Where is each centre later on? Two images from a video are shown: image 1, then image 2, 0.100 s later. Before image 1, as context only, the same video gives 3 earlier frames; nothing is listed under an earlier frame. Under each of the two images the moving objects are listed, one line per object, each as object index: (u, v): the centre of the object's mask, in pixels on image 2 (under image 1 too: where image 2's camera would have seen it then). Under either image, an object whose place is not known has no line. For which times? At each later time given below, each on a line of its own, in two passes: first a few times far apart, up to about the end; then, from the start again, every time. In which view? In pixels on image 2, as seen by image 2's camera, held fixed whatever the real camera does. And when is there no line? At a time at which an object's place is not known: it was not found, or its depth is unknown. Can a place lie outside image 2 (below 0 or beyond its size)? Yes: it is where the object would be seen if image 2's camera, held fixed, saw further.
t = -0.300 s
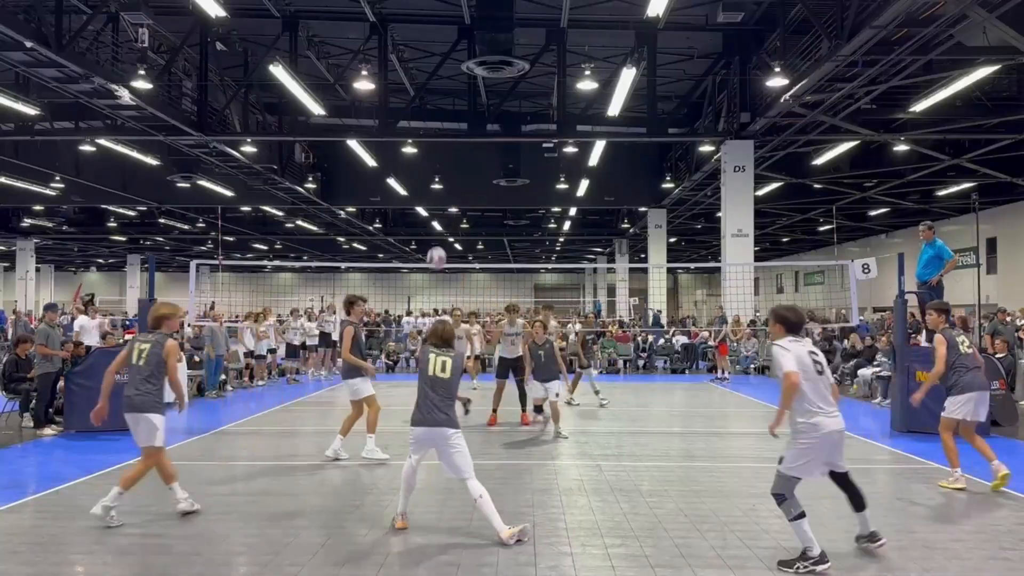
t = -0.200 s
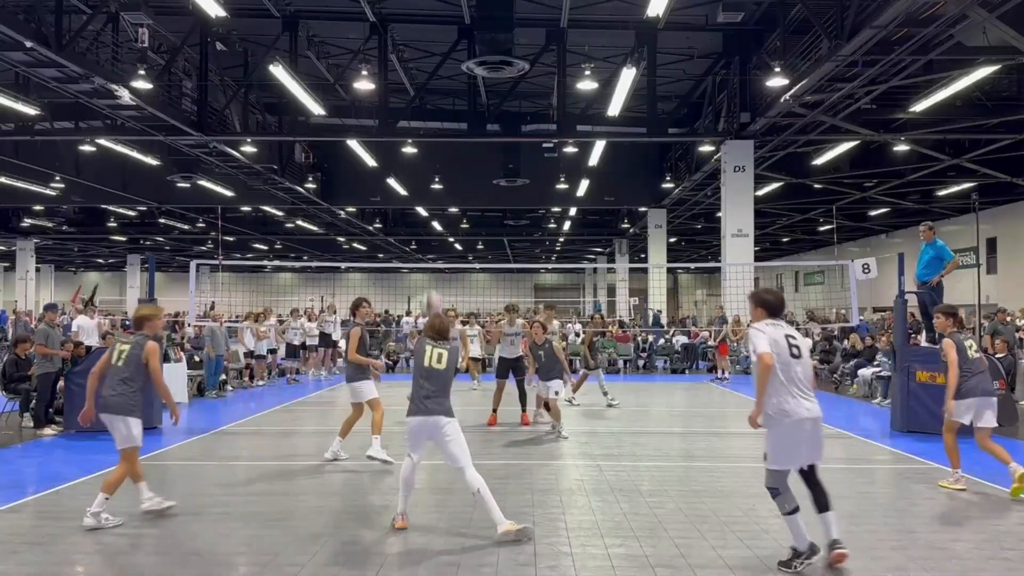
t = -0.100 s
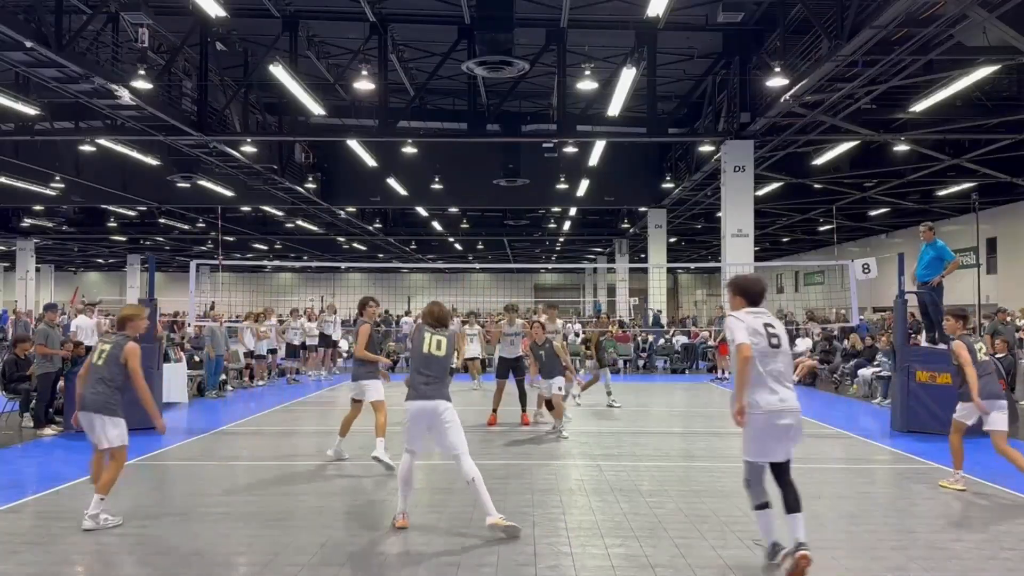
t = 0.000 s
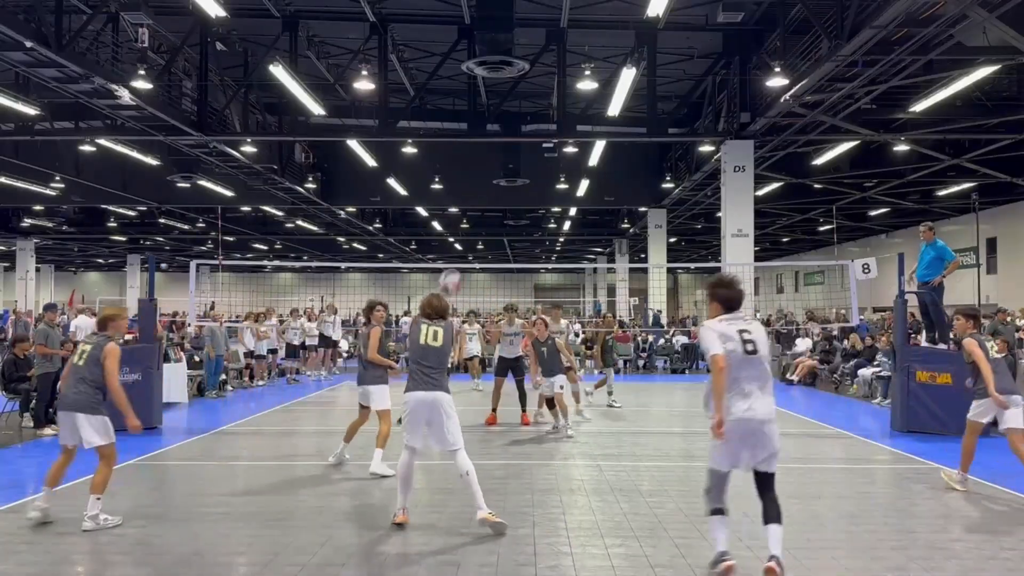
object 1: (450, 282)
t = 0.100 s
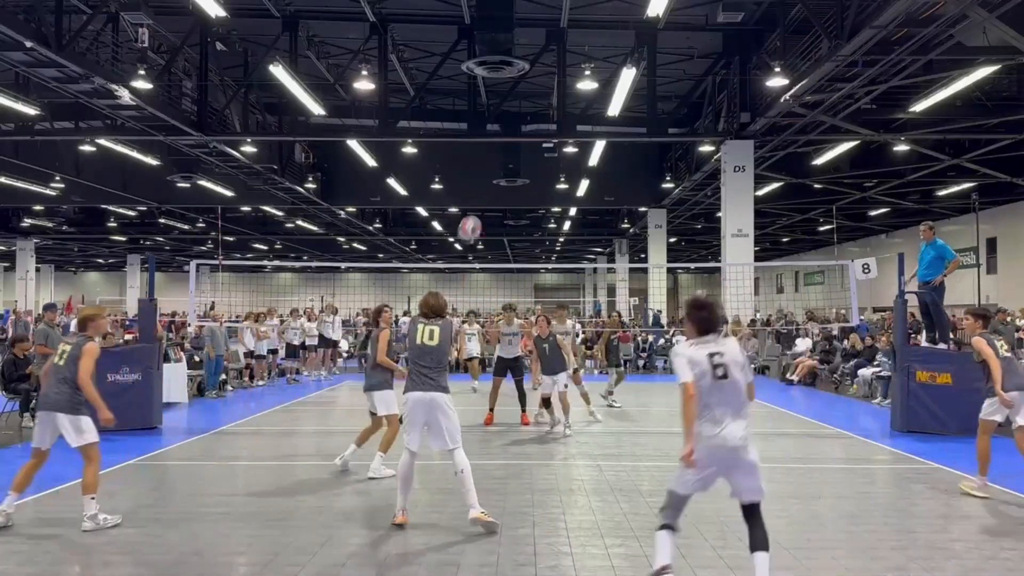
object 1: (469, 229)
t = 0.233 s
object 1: (493, 179)
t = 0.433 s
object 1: (524, 143)
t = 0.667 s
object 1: (553, 149)
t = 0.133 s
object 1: (476, 215)
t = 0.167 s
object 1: (482, 201)
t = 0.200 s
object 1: (488, 190)
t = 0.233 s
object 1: (493, 179)
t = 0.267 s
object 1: (499, 170)
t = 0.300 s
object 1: (505, 163)
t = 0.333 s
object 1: (510, 156)
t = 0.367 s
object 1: (515, 151)
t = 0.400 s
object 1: (520, 147)
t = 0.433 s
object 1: (524, 143)
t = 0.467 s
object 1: (529, 141)
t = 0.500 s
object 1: (533, 140)
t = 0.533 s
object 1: (538, 140)
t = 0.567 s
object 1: (542, 141)
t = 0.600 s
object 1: (546, 143)
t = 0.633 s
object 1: (550, 146)
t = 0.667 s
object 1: (553, 149)
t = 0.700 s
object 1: (557, 154)
